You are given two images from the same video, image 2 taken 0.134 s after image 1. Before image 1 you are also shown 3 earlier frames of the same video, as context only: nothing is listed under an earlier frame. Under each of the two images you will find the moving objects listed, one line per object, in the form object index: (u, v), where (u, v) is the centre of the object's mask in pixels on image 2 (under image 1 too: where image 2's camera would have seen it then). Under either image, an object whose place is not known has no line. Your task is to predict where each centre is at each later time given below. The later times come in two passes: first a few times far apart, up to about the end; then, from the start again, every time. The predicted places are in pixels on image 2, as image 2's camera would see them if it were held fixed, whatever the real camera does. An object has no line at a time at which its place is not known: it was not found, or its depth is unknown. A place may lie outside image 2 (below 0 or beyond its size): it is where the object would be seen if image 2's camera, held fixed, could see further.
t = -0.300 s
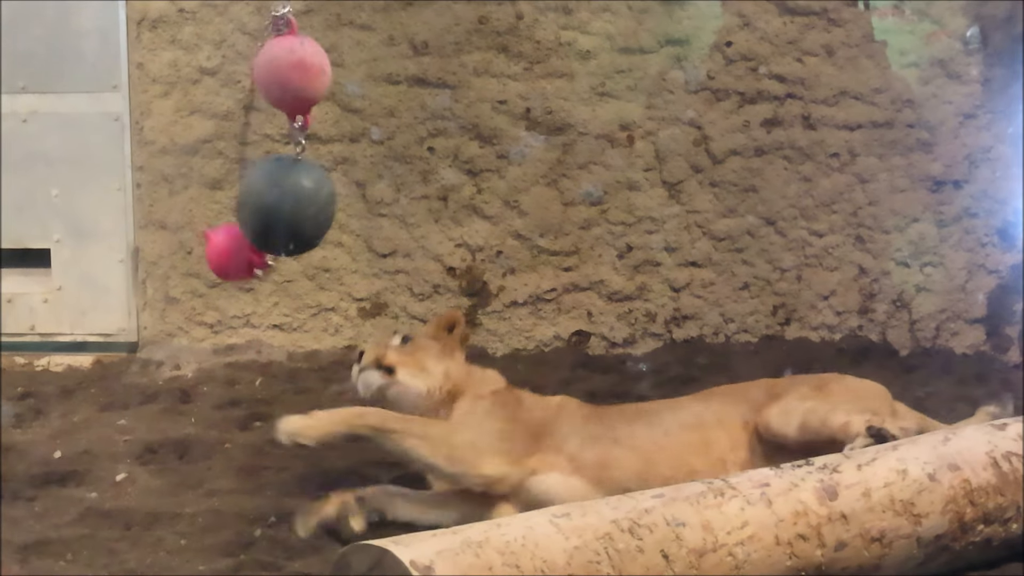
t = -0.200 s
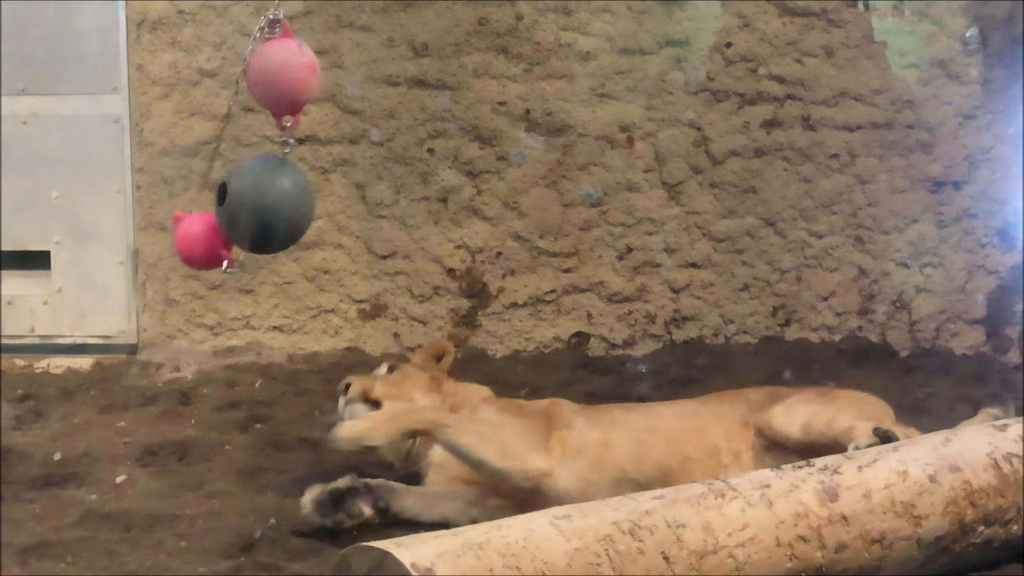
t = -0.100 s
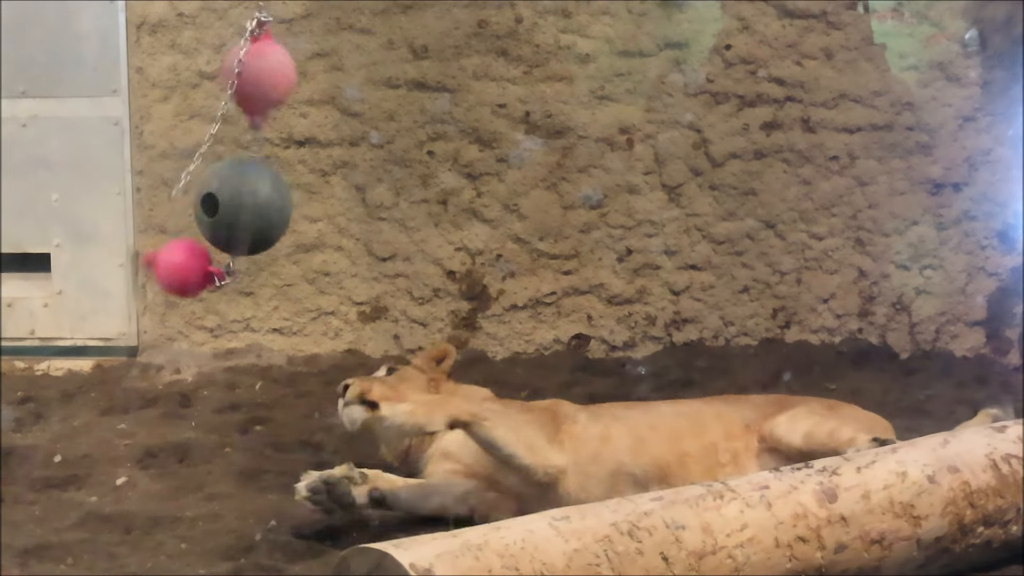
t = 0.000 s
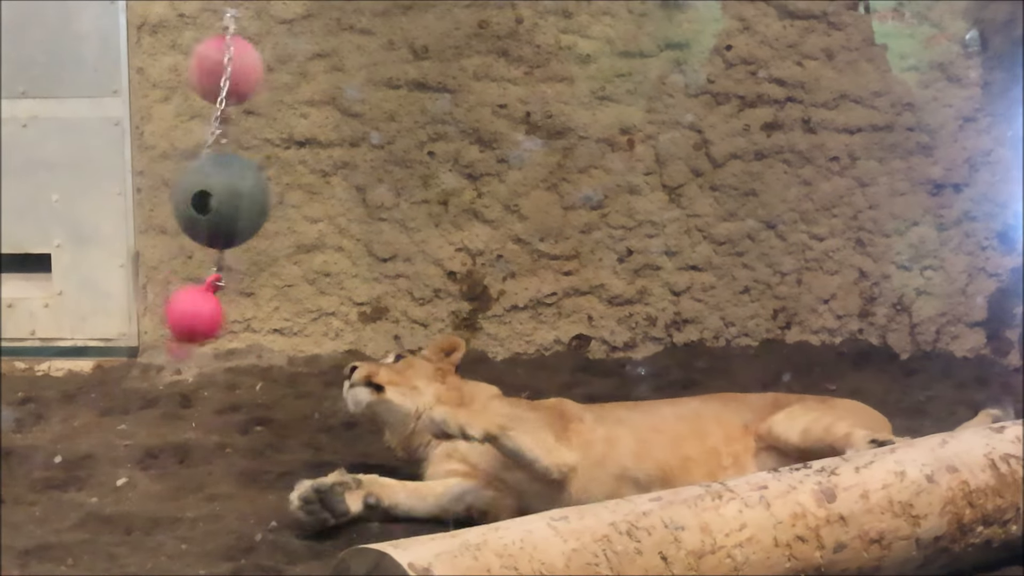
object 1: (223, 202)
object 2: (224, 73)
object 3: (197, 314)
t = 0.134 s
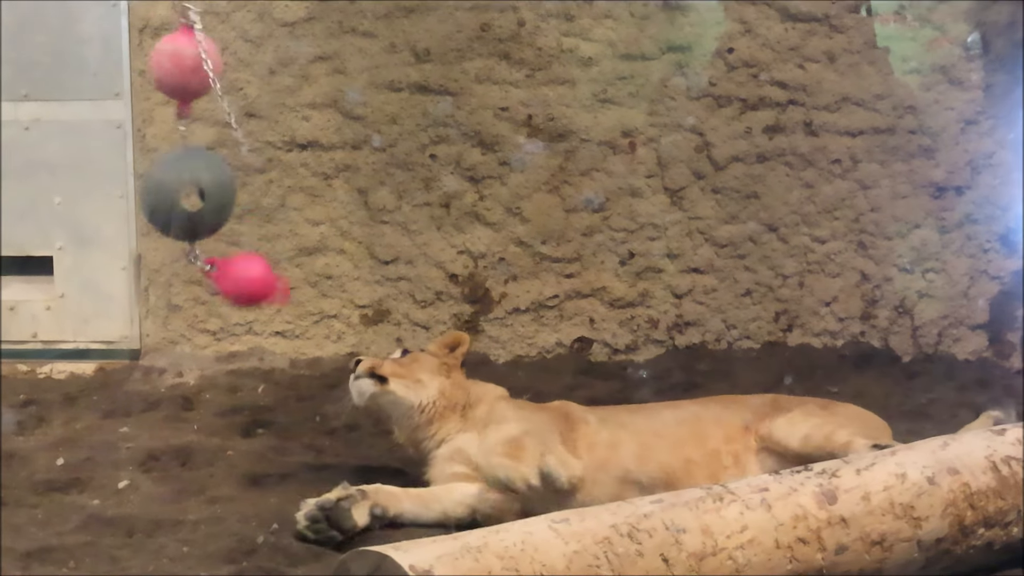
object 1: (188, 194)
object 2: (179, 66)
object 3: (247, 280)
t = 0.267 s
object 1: (168, 182)
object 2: (150, 60)
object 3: (236, 243)
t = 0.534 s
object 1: (147, 176)
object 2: (160, 58)
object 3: (125, 280)
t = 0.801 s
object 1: (145, 184)
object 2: (177, 59)
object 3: (75, 283)
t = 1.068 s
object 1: (168, 209)
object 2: (154, 75)
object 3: (202, 330)
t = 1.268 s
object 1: (198, 214)
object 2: (172, 81)
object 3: (252, 310)
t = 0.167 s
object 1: (182, 191)
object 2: (171, 65)
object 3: (248, 266)
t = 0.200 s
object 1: (177, 188)
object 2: (163, 62)
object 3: (246, 255)
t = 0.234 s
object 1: (172, 185)
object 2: (156, 61)
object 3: (241, 248)
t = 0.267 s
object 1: (168, 182)
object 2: (150, 60)
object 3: (236, 243)
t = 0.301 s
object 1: (165, 181)
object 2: (145, 60)
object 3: (229, 243)
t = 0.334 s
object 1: (162, 180)
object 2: (142, 59)
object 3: (221, 245)
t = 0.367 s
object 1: (159, 179)
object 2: (141, 59)
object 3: (210, 250)
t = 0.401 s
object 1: (157, 178)
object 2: (142, 59)
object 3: (196, 256)
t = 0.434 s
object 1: (154, 179)
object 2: (144, 58)
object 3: (180, 265)
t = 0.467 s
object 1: (151, 178)
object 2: (148, 58)
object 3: (163, 271)
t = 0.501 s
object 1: (149, 178)
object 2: (154, 59)
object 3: (145, 277)
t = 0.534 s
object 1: (147, 176)
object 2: (160, 58)
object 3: (125, 280)
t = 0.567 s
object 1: (145, 177)
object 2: (166, 58)
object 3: (108, 281)
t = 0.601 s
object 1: (144, 176)
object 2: (171, 59)
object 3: (93, 279)
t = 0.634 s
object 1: (144, 177)
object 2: (175, 59)
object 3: (83, 277)
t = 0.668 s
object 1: (143, 177)
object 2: (177, 59)
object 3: (75, 274)
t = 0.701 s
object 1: (143, 179)
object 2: (179, 59)
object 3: (71, 274)
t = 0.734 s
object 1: (143, 180)
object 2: (179, 59)
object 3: (70, 275)
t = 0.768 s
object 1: (144, 182)
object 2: (178, 59)
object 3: (71, 278)
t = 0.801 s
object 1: (145, 184)
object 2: (177, 59)
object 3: (75, 283)
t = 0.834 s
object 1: (146, 187)
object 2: (175, 60)
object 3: (85, 289)
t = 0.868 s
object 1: (149, 190)
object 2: (171, 62)
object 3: (96, 297)
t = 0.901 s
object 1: (151, 193)
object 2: (166, 63)
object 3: (110, 306)
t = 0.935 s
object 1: (155, 196)
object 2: (163, 65)
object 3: (126, 317)
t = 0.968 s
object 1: (158, 200)
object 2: (160, 68)
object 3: (144, 324)
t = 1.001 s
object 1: (161, 203)
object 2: (157, 69)
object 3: (163, 330)
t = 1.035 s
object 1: (165, 206)
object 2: (155, 72)
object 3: (184, 332)
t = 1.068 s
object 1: (168, 209)
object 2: (154, 75)
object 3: (202, 330)
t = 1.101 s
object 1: (172, 211)
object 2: (154, 76)
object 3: (217, 325)
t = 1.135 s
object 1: (176, 211)
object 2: (154, 78)
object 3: (229, 321)
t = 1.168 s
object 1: (181, 212)
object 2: (157, 79)
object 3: (239, 315)
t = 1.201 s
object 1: (185, 214)
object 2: (160, 80)
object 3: (246, 312)
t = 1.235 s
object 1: (190, 214)
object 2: (166, 81)
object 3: (250, 310)
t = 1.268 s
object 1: (198, 214)
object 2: (172, 81)
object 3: (252, 310)
